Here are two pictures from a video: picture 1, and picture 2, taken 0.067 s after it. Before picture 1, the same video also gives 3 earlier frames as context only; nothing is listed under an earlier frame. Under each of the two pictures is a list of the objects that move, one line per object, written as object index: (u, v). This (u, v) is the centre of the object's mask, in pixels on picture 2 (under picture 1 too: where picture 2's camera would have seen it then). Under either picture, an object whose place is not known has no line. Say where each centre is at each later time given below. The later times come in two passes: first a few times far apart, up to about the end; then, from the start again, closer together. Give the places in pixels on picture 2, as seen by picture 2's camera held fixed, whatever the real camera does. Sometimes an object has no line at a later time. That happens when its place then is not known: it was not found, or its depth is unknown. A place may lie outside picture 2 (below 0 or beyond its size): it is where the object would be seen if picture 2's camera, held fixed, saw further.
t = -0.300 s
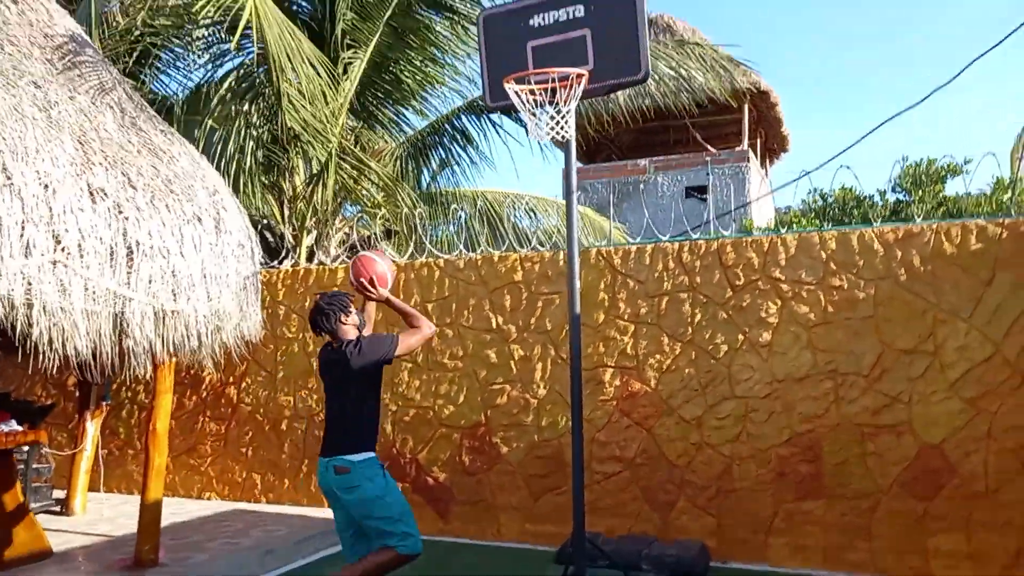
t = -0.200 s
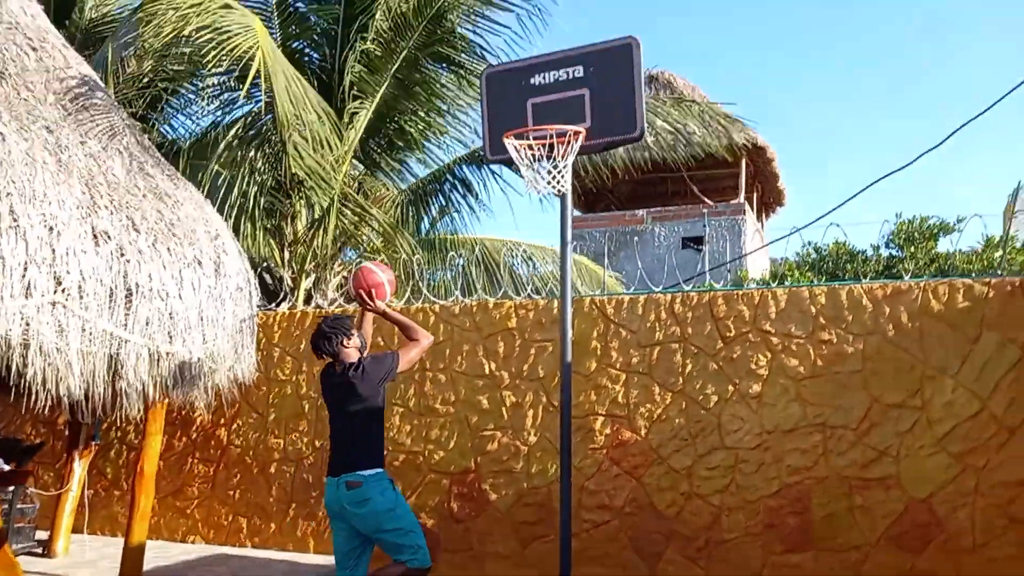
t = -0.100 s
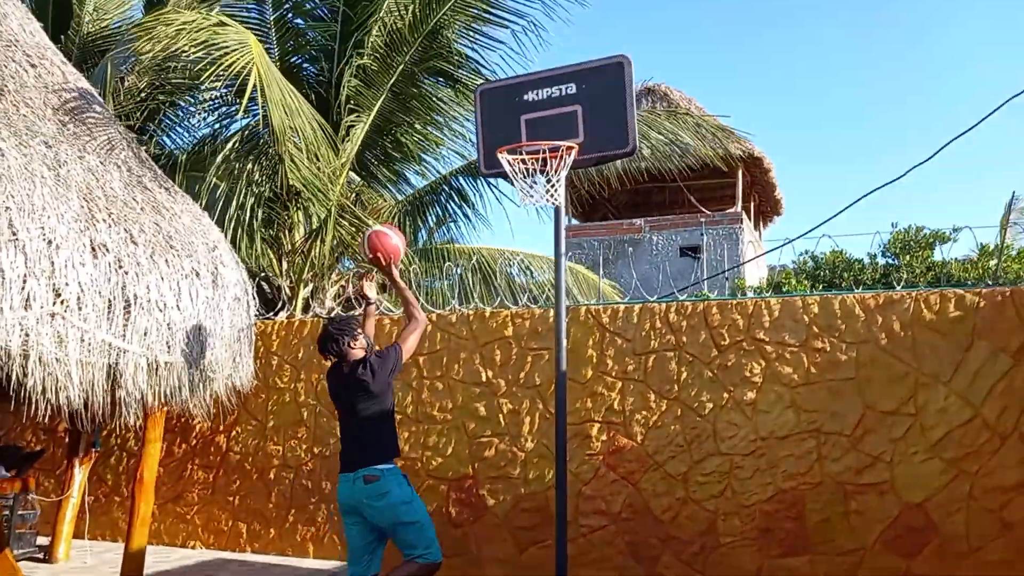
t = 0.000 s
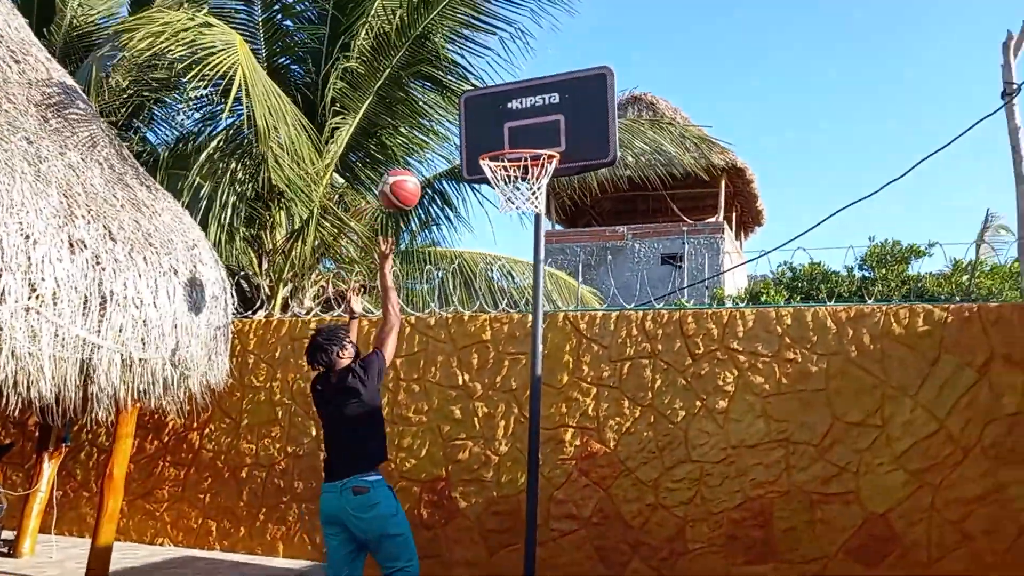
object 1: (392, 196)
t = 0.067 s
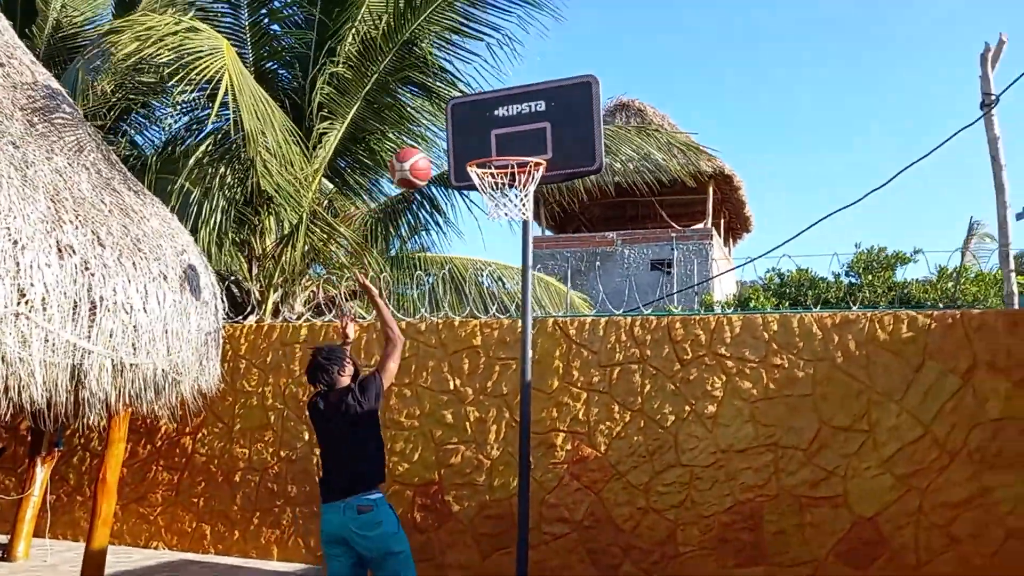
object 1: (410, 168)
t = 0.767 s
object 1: (512, 219)
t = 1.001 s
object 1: (525, 317)
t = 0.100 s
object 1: (425, 158)
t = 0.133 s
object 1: (440, 147)
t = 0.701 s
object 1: (509, 210)
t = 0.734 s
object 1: (511, 213)
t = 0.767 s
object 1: (512, 219)
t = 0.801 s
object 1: (514, 225)
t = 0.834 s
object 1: (517, 235)
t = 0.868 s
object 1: (519, 246)
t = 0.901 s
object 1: (521, 261)
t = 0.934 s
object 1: (524, 279)
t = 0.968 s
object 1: (526, 298)
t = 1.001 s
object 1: (525, 317)
